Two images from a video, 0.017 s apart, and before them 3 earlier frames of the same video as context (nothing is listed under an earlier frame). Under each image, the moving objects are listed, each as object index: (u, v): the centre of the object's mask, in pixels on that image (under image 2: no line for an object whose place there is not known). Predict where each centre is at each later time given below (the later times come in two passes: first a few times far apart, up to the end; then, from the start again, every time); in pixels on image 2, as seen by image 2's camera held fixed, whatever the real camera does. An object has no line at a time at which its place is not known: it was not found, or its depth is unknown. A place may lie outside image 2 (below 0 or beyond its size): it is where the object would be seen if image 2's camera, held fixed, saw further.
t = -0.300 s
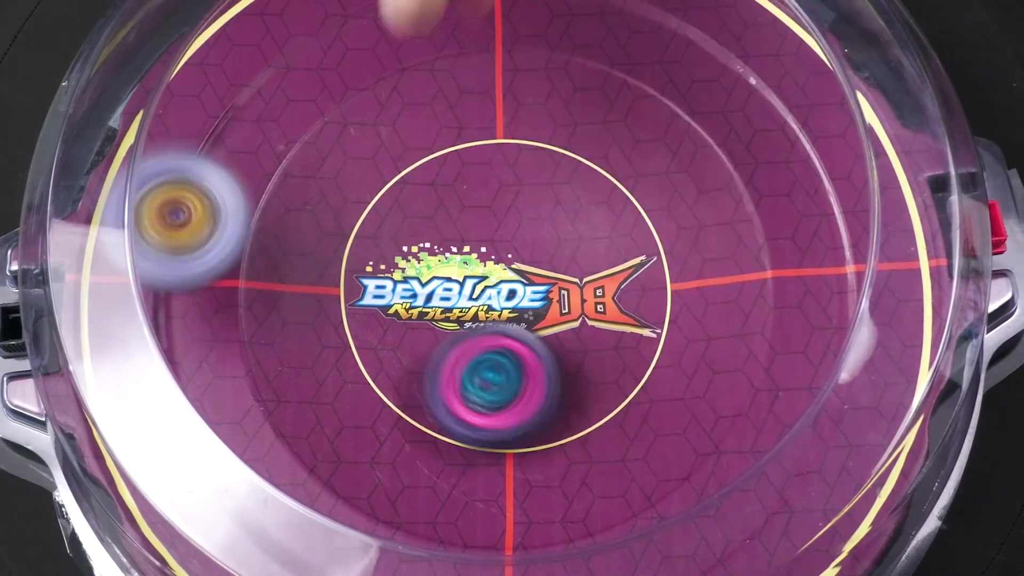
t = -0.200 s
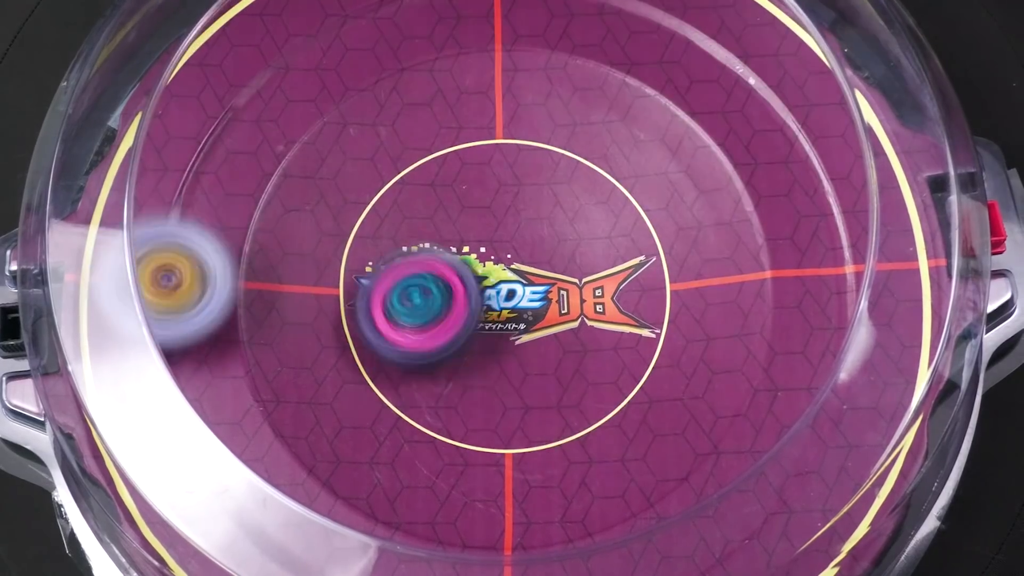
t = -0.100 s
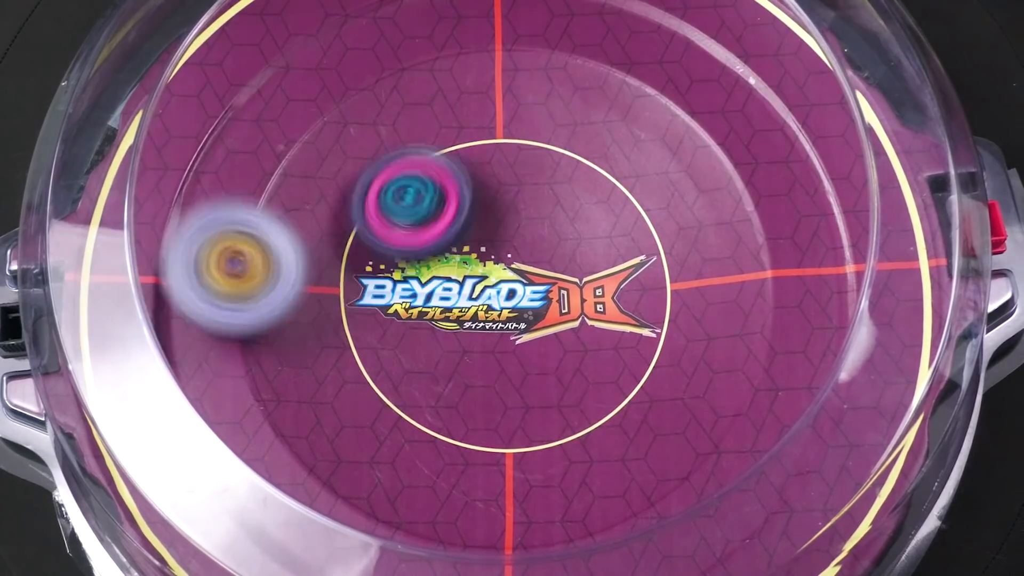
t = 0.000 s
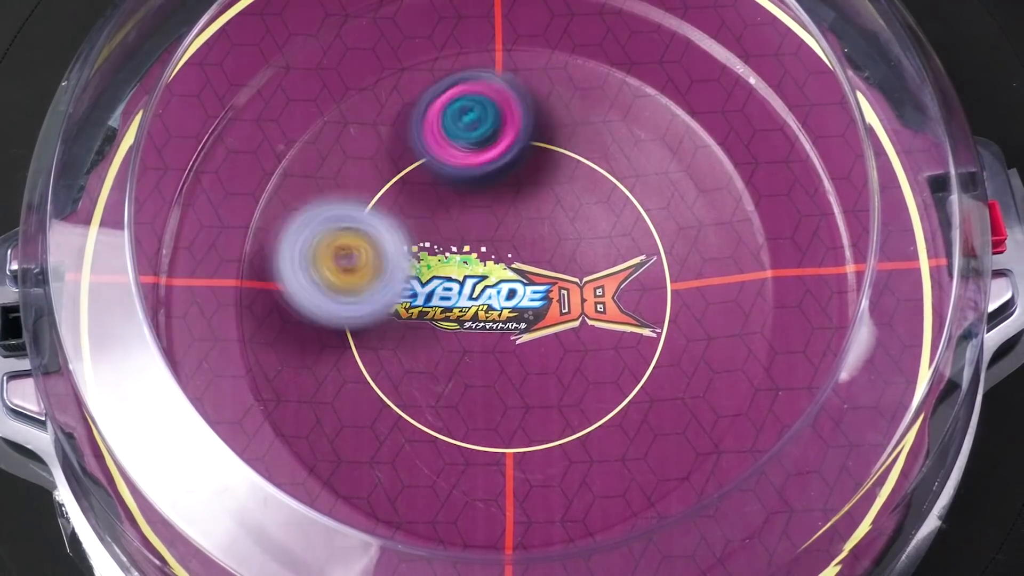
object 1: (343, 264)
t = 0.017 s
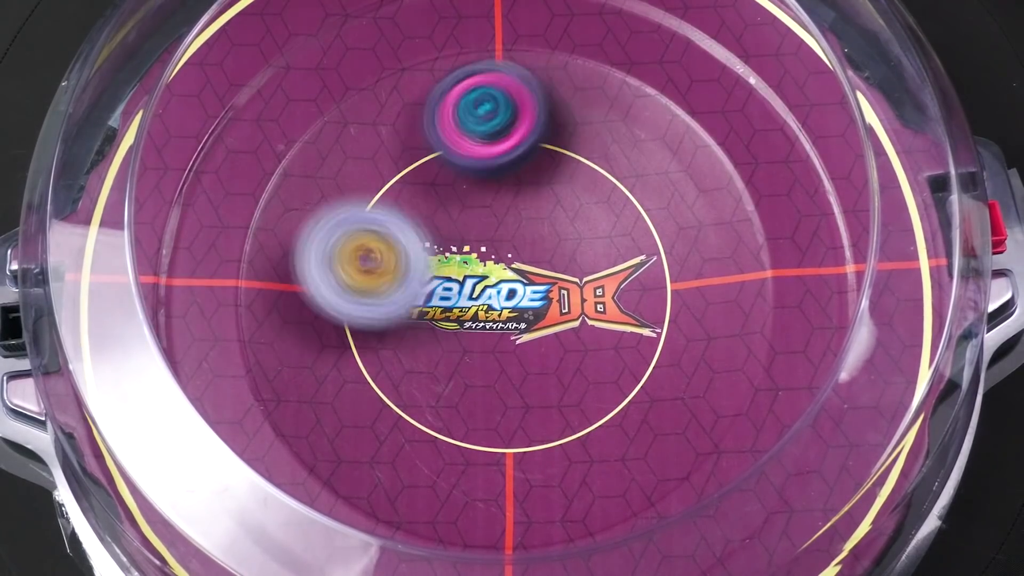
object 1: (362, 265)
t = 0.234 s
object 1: (637, 305)
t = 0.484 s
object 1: (653, 472)
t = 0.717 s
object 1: (437, 555)
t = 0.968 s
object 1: (300, 513)
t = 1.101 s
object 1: (286, 515)
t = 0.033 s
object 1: (385, 267)
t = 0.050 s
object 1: (408, 266)
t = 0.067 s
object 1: (431, 265)
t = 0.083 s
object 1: (455, 266)
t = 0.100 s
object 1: (479, 268)
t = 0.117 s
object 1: (501, 270)
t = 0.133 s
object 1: (524, 273)
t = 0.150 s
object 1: (546, 277)
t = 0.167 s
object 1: (567, 282)
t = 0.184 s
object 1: (587, 287)
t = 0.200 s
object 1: (605, 294)
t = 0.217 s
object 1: (622, 299)
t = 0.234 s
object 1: (637, 305)
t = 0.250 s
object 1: (651, 313)
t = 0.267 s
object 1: (665, 321)
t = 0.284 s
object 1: (675, 327)
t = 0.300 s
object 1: (683, 334)
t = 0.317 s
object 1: (689, 342)
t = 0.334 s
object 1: (694, 350)
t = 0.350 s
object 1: (698, 358)
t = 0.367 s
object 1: (699, 366)
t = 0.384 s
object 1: (699, 376)
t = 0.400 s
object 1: (696, 389)
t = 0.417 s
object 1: (692, 406)
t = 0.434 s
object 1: (685, 422)
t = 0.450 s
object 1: (674, 439)
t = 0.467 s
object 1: (661, 452)
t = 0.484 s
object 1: (653, 472)
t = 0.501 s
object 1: (638, 489)
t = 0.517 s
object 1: (620, 501)
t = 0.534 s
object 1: (603, 510)
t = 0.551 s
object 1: (584, 518)
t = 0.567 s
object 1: (563, 524)
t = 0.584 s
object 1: (546, 530)
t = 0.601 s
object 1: (529, 536)
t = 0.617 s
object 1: (513, 542)
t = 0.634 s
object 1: (500, 546)
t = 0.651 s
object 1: (487, 552)
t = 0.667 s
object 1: (473, 556)
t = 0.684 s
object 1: (460, 557)
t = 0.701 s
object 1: (446, 557)
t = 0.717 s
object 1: (437, 555)
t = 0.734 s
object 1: (431, 552)
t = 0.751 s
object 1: (421, 549)
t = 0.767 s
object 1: (395, 544)
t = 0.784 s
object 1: (384, 541)
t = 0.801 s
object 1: (371, 536)
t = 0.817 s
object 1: (362, 532)
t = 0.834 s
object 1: (351, 528)
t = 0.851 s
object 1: (341, 524)
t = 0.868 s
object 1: (333, 522)
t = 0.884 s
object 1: (323, 518)
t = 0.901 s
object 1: (317, 516)
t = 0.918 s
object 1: (312, 514)
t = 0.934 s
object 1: (310, 514)
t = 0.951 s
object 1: (302, 513)
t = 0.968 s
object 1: (300, 513)
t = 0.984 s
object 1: (295, 513)
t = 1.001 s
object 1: (294, 513)
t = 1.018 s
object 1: (293, 513)
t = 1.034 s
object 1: (290, 513)
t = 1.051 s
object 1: (289, 514)
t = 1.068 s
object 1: (288, 513)
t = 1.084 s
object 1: (287, 514)
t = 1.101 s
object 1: (286, 515)
